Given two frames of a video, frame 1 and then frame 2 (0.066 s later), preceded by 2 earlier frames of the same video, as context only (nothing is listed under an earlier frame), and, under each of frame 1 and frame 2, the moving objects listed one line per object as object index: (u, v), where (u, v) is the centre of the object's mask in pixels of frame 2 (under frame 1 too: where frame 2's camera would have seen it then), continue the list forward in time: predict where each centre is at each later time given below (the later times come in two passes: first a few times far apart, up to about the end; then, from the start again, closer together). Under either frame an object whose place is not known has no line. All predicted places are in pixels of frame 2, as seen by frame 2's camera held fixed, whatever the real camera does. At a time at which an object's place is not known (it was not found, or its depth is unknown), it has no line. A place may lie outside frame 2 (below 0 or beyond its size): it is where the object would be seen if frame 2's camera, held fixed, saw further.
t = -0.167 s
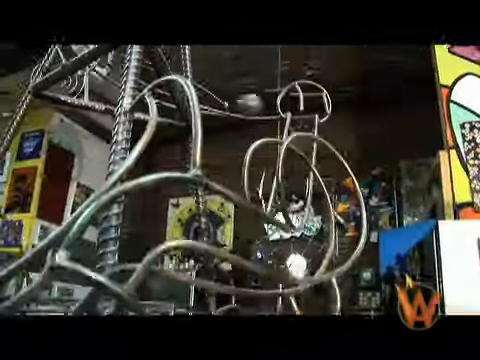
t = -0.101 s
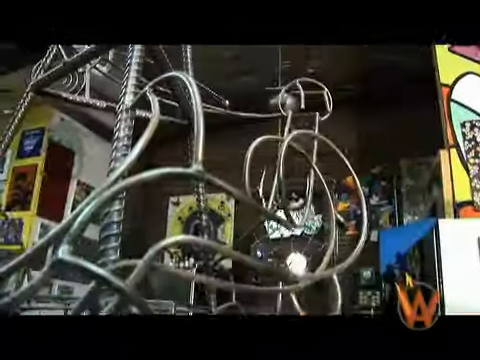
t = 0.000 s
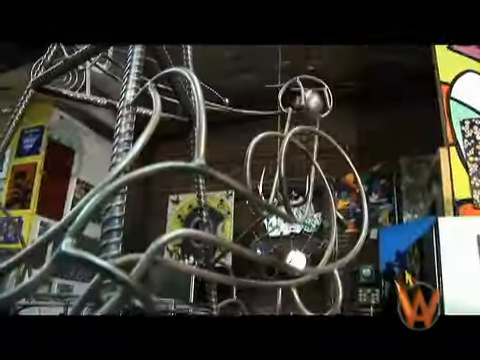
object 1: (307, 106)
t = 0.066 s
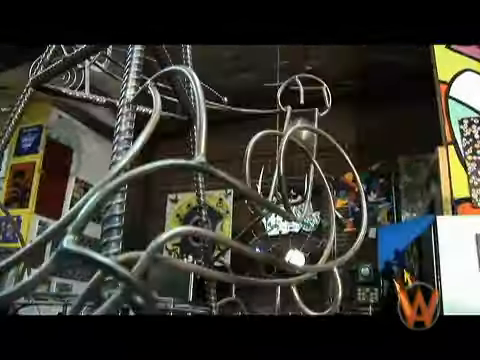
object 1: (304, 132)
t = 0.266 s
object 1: (291, 143)
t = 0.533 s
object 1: (300, 255)
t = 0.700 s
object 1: (138, 222)
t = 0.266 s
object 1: (291, 143)
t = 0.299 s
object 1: (309, 151)
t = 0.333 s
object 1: (324, 166)
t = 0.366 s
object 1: (337, 187)
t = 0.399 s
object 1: (342, 210)
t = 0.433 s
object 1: (339, 230)
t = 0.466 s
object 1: (328, 242)
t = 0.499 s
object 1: (319, 246)
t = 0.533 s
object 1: (300, 255)
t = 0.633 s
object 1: (220, 236)
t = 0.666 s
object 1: (176, 221)
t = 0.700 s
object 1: (138, 222)
